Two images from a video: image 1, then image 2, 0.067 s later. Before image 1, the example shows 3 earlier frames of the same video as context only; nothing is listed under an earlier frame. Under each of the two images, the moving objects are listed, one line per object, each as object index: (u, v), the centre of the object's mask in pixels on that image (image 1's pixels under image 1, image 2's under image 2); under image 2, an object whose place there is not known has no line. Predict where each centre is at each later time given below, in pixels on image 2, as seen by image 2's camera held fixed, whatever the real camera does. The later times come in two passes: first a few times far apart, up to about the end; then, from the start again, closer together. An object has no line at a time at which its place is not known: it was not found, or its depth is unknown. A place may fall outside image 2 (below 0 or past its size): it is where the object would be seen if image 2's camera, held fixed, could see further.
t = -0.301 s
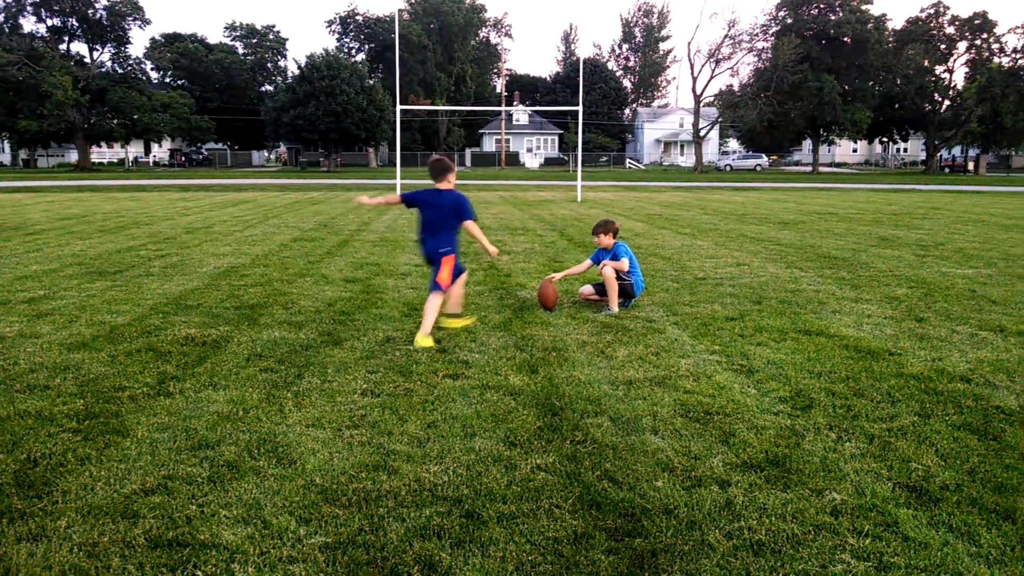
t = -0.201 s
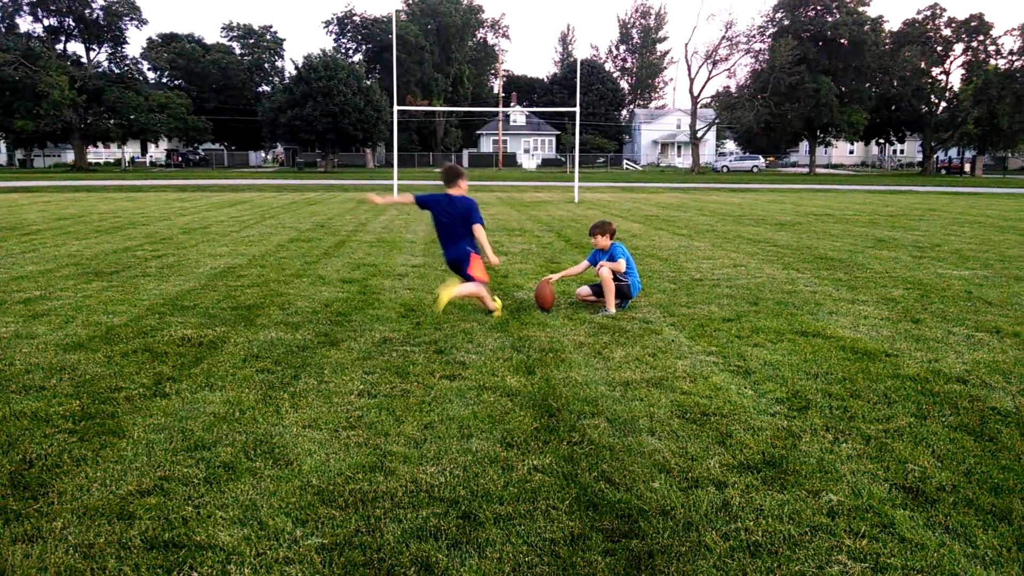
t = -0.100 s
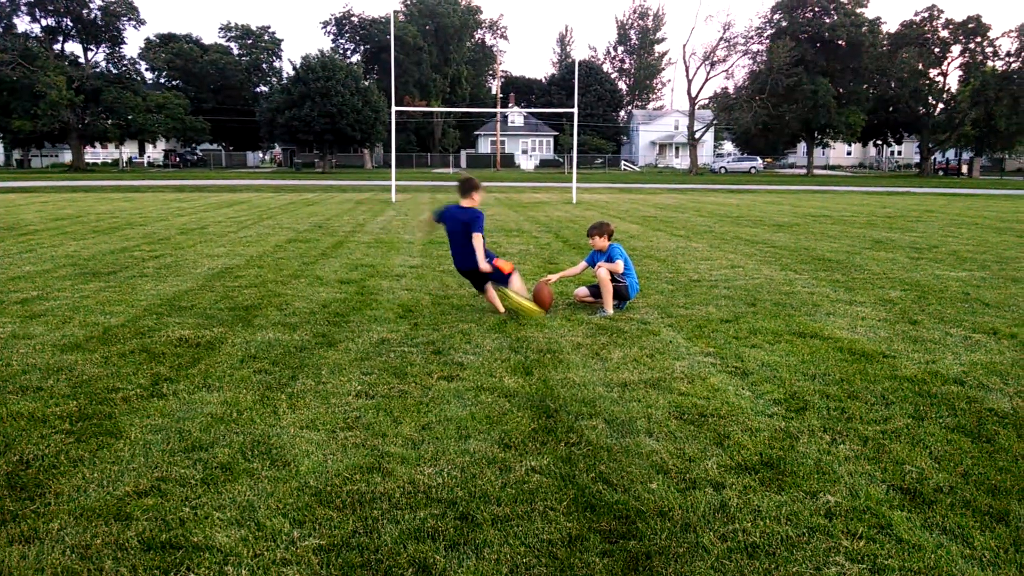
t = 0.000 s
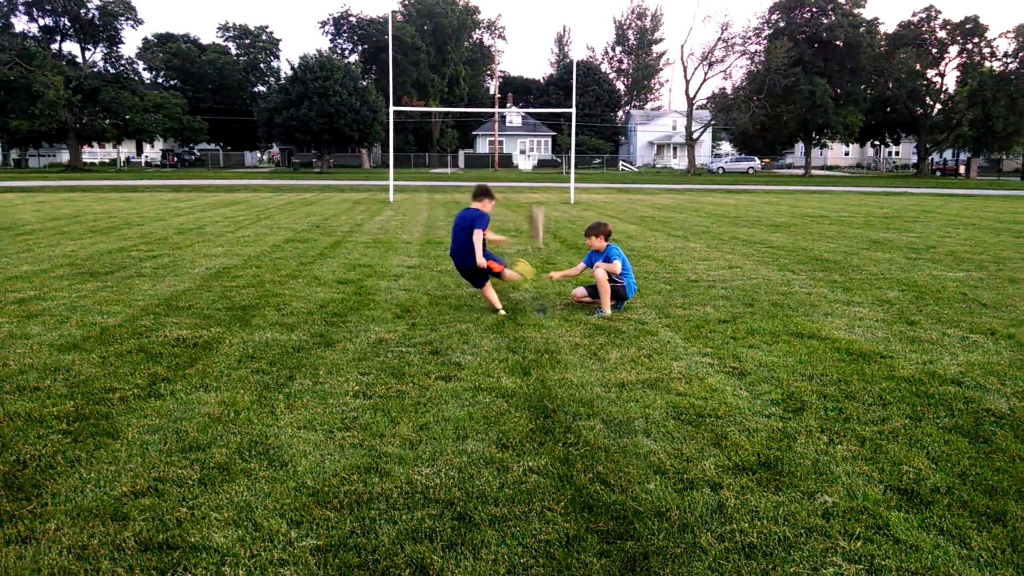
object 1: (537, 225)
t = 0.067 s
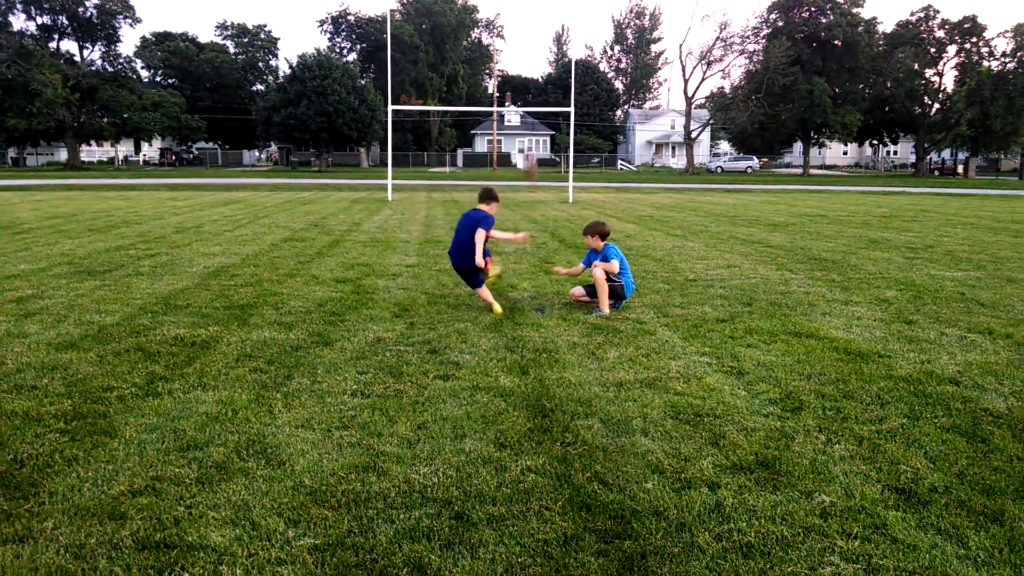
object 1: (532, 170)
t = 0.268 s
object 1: (521, 59)
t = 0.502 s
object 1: (513, 8)
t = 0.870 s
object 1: (500, 2)
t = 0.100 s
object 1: (528, 143)
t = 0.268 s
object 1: (521, 59)
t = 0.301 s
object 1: (521, 48)
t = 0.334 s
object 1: (519, 38)
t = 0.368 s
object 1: (518, 30)
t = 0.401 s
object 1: (517, 23)
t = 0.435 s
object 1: (516, 17)
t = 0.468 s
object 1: (515, 11)
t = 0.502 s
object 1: (513, 8)
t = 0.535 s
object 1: (512, 5)
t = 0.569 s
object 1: (511, 2)
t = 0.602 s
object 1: (510, 1)
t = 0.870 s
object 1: (500, 2)
